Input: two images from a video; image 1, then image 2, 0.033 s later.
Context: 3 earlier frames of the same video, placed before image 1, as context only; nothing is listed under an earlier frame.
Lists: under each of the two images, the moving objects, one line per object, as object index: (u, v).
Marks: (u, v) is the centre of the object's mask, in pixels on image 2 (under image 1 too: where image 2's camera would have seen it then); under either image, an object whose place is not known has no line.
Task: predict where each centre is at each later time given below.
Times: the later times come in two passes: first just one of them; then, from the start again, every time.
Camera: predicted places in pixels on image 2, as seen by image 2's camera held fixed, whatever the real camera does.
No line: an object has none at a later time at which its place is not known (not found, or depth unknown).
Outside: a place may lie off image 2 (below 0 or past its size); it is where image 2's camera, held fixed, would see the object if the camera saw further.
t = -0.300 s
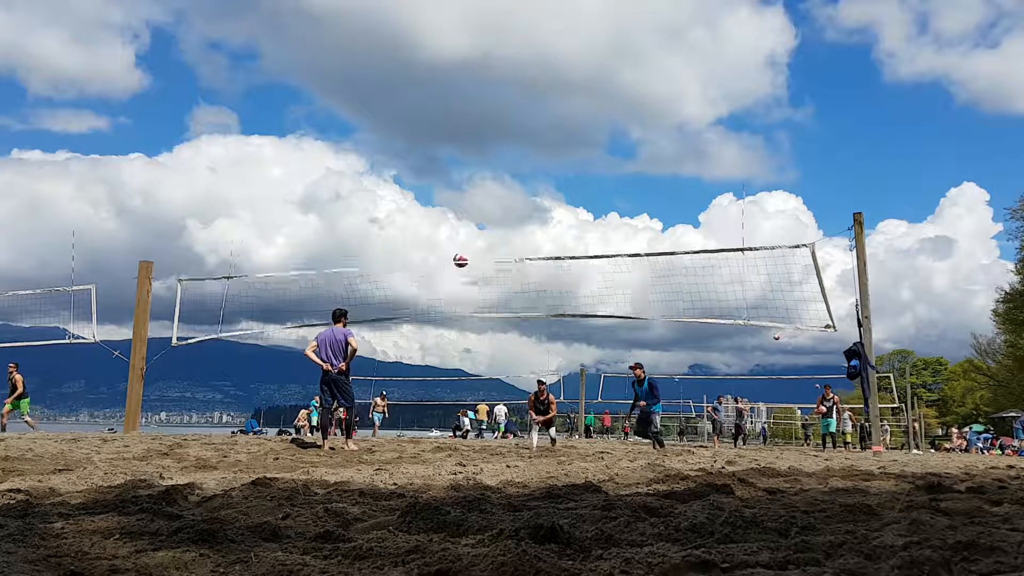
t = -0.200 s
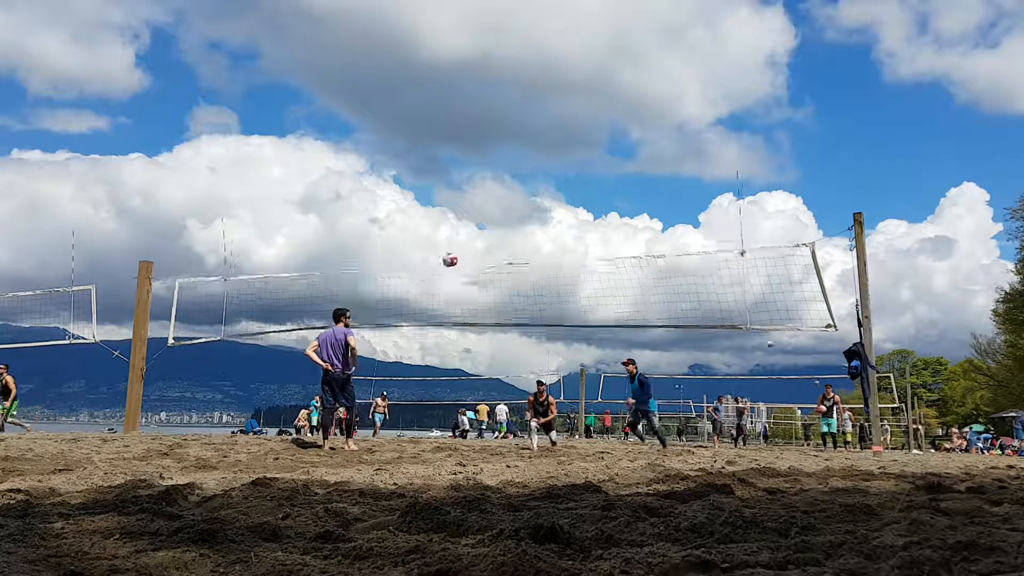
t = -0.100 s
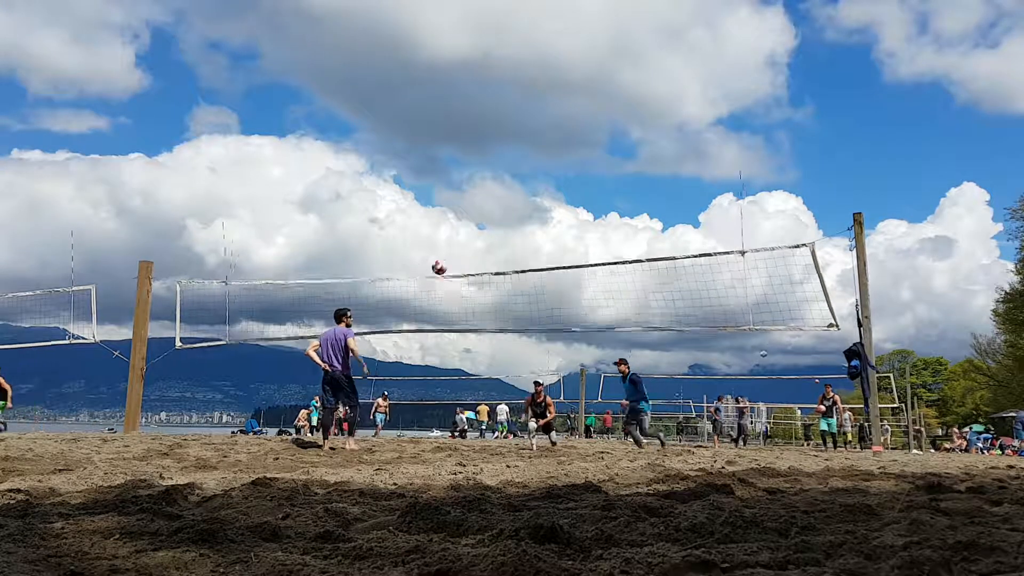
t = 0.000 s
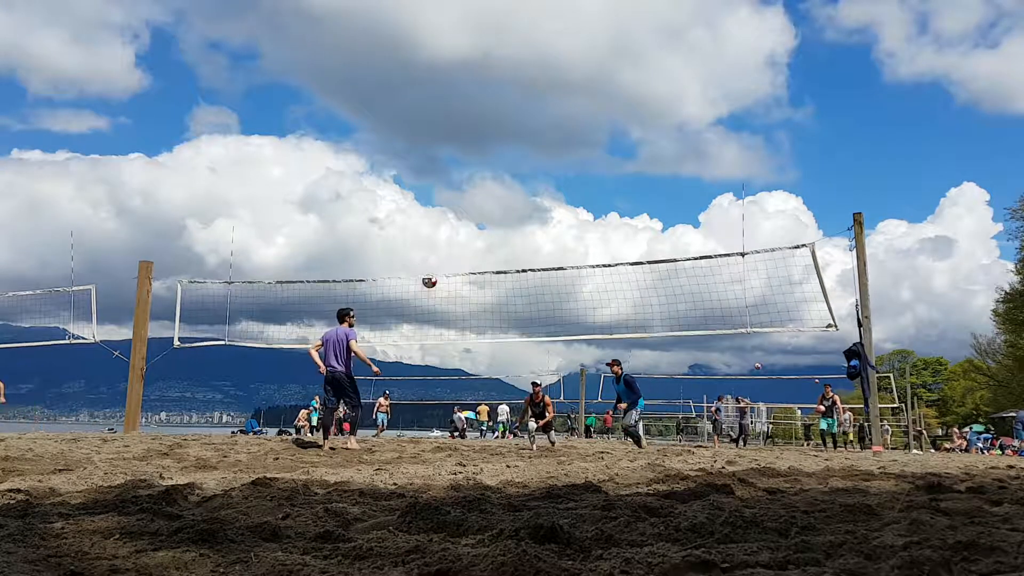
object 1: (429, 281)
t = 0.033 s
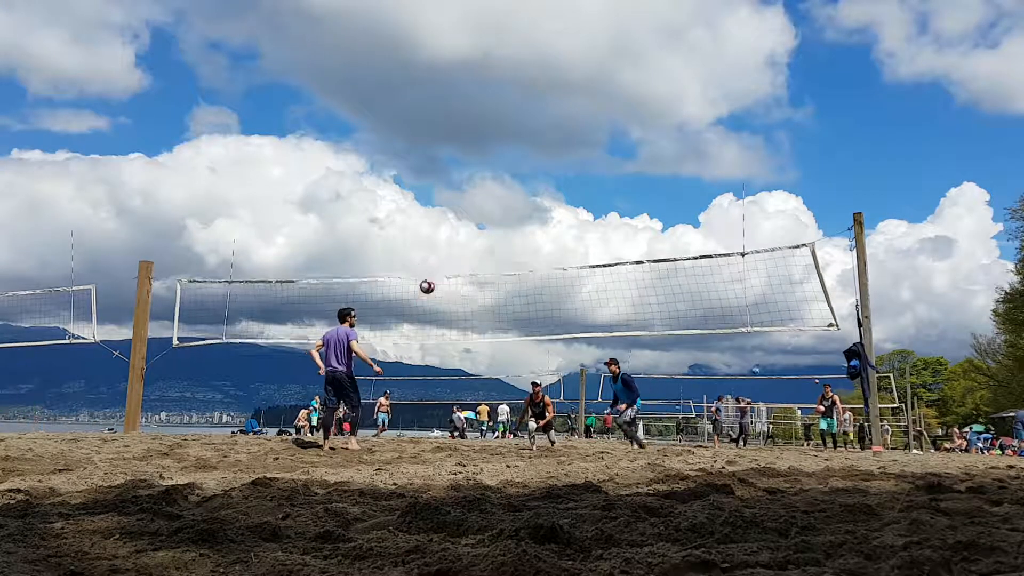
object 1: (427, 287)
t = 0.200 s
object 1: (416, 324)
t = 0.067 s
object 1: (424, 294)
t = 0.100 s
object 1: (422, 301)
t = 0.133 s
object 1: (419, 309)
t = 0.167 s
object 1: (418, 316)
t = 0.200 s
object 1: (416, 324)
